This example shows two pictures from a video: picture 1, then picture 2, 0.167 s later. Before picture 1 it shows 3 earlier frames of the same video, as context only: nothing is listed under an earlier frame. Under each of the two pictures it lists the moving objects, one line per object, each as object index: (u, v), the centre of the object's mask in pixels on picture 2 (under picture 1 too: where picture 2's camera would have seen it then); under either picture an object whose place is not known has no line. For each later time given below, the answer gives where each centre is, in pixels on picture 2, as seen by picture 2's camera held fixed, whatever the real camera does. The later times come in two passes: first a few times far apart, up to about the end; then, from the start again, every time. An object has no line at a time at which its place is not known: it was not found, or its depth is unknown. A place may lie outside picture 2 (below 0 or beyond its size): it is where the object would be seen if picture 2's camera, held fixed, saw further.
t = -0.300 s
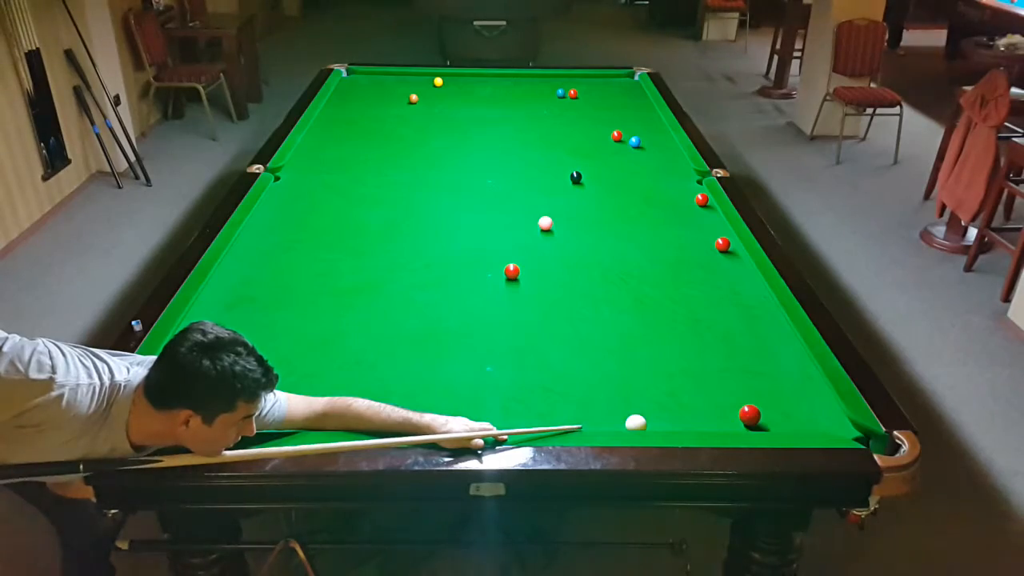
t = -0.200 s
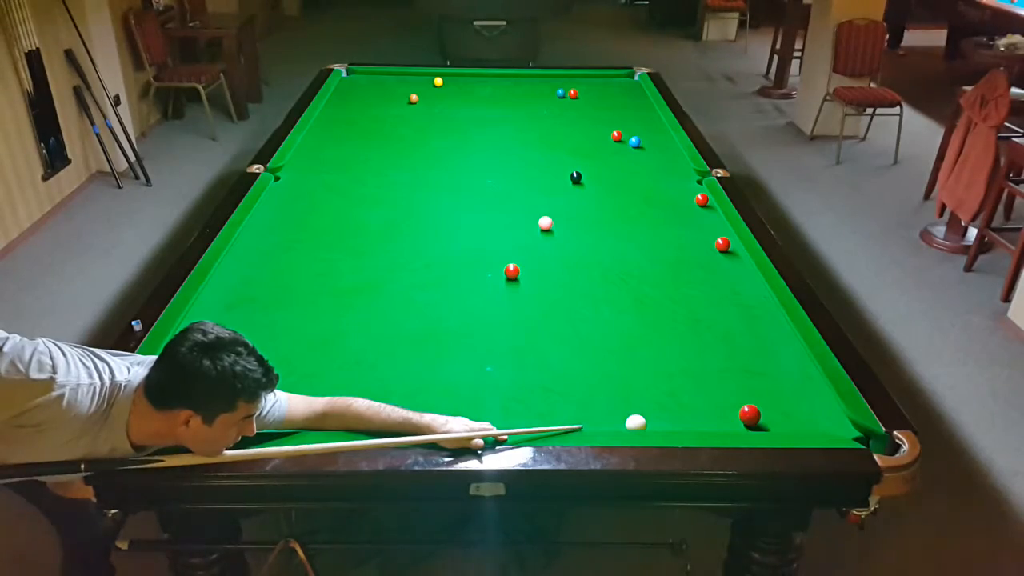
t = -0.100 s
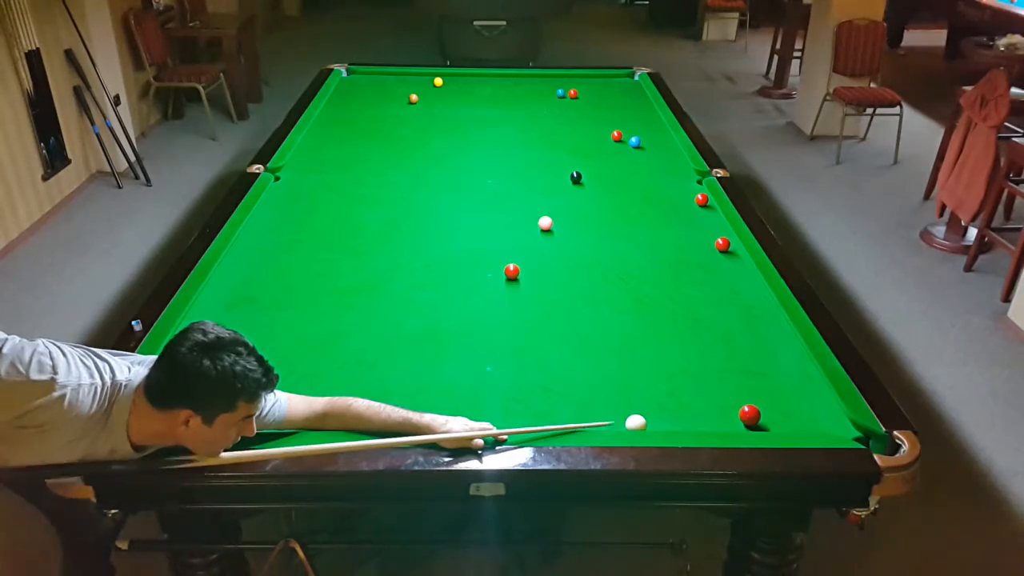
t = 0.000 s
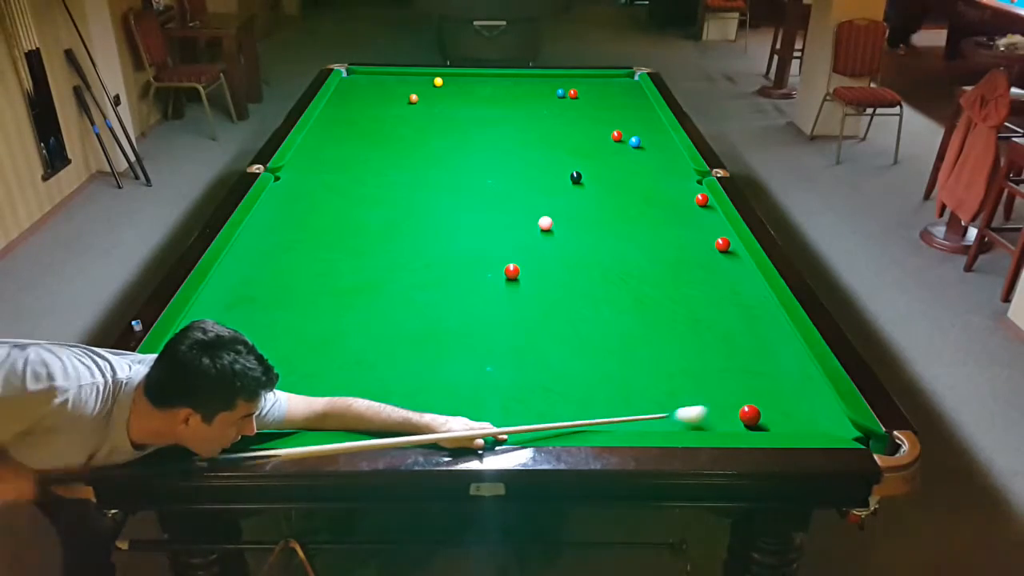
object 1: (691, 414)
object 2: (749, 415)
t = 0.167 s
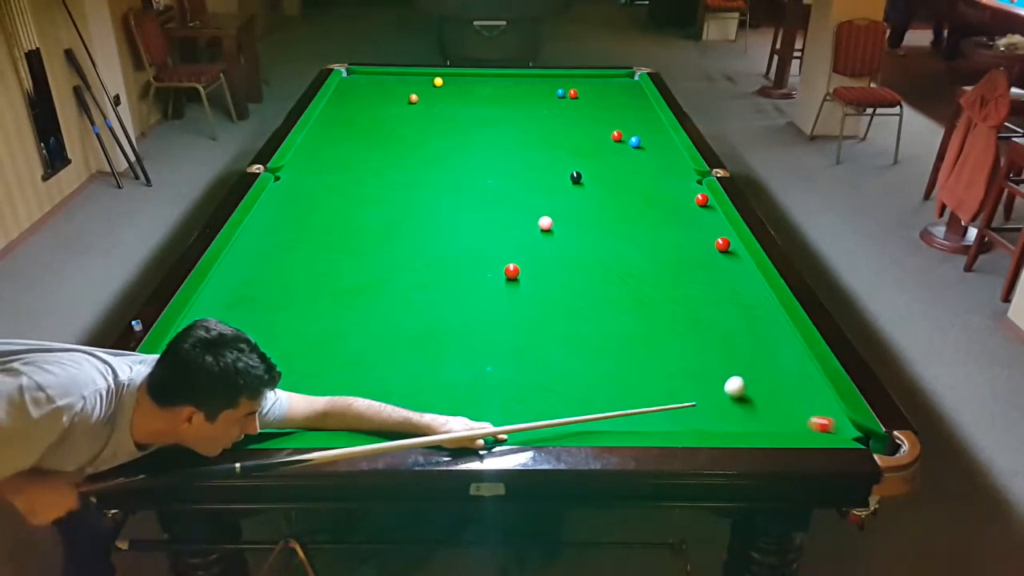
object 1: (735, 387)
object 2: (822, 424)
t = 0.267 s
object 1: (749, 370)
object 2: (864, 439)
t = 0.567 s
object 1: (772, 328)
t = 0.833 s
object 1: (722, 300)
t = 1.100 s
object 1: (679, 277)
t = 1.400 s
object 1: (638, 255)
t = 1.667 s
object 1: (608, 238)
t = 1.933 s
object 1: (581, 223)
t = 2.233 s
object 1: (555, 208)
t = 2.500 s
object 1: (535, 196)
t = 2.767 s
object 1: (518, 186)
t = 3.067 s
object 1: (499, 176)
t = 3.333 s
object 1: (486, 167)
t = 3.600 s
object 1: (473, 160)
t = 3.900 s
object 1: (461, 153)
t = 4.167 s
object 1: (451, 147)
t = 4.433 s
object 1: (443, 142)
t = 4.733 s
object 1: (435, 137)
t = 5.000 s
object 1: (429, 134)
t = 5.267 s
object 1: (424, 130)
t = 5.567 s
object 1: (420, 128)
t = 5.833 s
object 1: (417, 125)
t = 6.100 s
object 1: (414, 124)
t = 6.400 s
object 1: (412, 122)
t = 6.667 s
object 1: (411, 122)
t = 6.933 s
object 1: (411, 121)
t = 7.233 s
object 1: (411, 121)
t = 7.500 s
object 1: (411, 121)
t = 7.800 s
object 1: (411, 121)
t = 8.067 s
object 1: (411, 121)
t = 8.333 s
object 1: (411, 121)
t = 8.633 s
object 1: (411, 121)
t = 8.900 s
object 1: (411, 121)
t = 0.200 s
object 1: (739, 381)
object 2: (840, 427)
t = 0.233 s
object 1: (744, 375)
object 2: (858, 432)
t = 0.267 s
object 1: (749, 370)
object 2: (864, 439)
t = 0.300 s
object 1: (755, 364)
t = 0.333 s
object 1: (761, 359)
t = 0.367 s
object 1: (766, 354)
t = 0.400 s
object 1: (771, 349)
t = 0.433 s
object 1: (776, 345)
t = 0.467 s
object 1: (781, 340)
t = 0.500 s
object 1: (786, 335)
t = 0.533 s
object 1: (779, 331)
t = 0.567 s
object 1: (772, 328)
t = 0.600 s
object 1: (765, 324)
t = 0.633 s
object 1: (758, 321)
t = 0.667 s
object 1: (752, 317)
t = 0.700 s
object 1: (746, 313)
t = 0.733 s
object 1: (739, 310)
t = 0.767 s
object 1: (733, 307)
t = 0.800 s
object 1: (727, 304)
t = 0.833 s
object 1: (722, 300)
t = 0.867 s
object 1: (716, 297)
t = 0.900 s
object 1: (710, 294)
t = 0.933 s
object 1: (705, 291)
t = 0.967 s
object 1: (699, 288)
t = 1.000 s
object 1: (694, 285)
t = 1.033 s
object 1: (689, 283)
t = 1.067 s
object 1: (684, 280)
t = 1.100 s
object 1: (679, 277)
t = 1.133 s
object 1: (674, 274)
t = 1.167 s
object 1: (669, 272)
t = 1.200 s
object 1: (665, 269)
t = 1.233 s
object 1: (660, 267)
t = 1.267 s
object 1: (656, 264)
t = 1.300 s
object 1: (651, 262)
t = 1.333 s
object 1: (647, 259)
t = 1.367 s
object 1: (643, 257)
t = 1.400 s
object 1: (638, 255)
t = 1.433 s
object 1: (634, 253)
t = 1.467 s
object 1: (630, 250)
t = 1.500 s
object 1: (627, 248)
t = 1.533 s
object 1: (623, 246)
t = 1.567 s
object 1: (619, 244)
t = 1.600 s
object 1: (615, 242)
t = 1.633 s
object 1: (611, 240)
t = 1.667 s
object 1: (608, 238)
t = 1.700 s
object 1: (604, 236)
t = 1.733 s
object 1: (601, 234)
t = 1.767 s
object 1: (597, 232)
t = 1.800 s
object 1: (594, 230)
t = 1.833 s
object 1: (591, 228)
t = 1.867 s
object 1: (588, 226)
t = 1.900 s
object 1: (584, 224)
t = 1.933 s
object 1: (581, 223)
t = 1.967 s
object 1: (578, 221)
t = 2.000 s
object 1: (575, 219)
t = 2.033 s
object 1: (572, 217)
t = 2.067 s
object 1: (569, 216)
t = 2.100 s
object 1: (566, 214)
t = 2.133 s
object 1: (563, 212)
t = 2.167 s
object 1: (561, 211)
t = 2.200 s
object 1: (558, 209)
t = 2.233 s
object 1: (555, 208)
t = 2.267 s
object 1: (553, 206)
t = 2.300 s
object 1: (550, 204)
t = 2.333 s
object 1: (548, 203)
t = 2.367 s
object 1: (545, 202)
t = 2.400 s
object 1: (542, 200)
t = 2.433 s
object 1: (540, 199)
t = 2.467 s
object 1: (538, 197)
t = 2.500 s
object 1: (535, 196)
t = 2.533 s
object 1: (533, 195)
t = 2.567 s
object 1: (530, 193)
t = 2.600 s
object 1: (528, 192)
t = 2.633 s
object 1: (526, 191)
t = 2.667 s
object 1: (524, 189)
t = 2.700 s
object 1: (522, 188)
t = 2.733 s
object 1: (519, 187)
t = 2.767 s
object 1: (518, 186)
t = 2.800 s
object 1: (515, 184)
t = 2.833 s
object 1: (513, 183)
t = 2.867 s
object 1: (511, 182)
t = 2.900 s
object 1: (509, 181)
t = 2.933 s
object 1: (507, 180)
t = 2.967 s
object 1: (505, 179)
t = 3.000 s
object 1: (503, 178)
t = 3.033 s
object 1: (501, 177)
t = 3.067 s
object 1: (499, 176)
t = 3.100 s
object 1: (497, 174)
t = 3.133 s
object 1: (496, 173)
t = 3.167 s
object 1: (494, 172)
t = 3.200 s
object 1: (492, 171)
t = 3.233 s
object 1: (491, 170)
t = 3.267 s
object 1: (489, 169)
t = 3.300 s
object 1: (488, 168)
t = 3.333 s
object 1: (486, 167)
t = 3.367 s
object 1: (484, 166)
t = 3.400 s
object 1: (483, 166)
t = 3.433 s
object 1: (481, 164)
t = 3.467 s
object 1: (479, 164)
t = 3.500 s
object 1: (478, 163)
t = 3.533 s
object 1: (476, 162)
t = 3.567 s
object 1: (475, 161)
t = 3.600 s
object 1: (473, 160)
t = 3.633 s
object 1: (472, 159)
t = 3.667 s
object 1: (470, 159)
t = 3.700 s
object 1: (469, 158)
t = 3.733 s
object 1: (468, 157)
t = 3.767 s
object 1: (466, 156)
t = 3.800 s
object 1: (465, 155)
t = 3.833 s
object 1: (464, 155)
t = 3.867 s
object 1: (462, 154)
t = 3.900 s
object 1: (461, 153)
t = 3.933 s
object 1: (460, 152)
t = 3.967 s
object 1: (459, 152)
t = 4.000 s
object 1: (457, 151)
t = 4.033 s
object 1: (456, 150)
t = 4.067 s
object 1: (455, 150)
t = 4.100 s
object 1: (454, 149)
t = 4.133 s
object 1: (452, 148)
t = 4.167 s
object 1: (451, 147)
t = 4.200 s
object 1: (450, 147)
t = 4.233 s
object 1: (449, 146)
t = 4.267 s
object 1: (448, 146)
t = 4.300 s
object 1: (447, 145)
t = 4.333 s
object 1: (446, 144)
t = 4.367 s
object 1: (445, 144)
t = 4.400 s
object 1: (444, 143)
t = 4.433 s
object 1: (443, 142)
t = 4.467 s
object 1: (442, 142)
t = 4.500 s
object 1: (441, 141)
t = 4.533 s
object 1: (440, 141)
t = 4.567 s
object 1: (439, 140)
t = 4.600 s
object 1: (438, 140)
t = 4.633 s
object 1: (437, 139)
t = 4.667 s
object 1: (437, 138)
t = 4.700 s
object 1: (436, 138)
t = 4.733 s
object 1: (435, 137)
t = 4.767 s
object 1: (434, 137)
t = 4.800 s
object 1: (433, 137)
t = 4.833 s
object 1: (433, 136)
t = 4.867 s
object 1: (432, 136)
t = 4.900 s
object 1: (431, 135)
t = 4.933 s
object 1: (431, 135)
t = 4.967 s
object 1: (430, 134)
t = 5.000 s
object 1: (429, 134)
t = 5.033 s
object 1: (429, 133)
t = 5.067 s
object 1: (428, 133)
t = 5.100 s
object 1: (427, 133)
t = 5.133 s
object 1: (427, 132)
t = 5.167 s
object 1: (426, 132)
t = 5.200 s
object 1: (426, 131)
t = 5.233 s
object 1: (425, 131)
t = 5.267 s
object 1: (424, 130)
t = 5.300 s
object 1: (424, 130)
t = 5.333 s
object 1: (423, 130)
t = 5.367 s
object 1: (423, 130)
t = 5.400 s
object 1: (422, 129)
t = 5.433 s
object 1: (422, 129)
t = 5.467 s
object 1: (421, 128)
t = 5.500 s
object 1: (421, 128)
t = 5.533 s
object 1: (420, 128)
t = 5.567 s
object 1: (420, 128)
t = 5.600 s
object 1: (419, 127)
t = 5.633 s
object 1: (419, 127)
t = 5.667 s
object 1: (418, 127)
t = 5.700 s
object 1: (418, 126)
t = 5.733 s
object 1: (418, 126)
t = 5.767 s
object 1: (417, 126)
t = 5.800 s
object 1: (417, 126)
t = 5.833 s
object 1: (417, 125)
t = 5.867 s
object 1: (416, 125)
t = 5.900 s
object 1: (416, 125)
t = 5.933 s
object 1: (416, 125)
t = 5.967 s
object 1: (415, 125)
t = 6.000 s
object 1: (415, 124)
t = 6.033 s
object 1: (415, 124)
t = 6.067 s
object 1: (414, 124)
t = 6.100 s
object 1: (414, 124)
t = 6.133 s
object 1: (414, 124)
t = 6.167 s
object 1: (413, 123)
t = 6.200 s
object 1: (413, 123)
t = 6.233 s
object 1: (413, 123)
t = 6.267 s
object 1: (413, 123)
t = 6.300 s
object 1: (412, 123)
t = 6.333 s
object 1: (412, 123)
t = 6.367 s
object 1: (412, 123)
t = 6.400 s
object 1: (412, 122)
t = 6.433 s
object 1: (412, 122)
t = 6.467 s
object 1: (412, 122)
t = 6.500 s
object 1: (411, 122)
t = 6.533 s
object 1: (411, 122)
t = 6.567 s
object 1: (411, 122)
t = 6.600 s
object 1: (411, 122)
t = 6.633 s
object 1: (411, 122)
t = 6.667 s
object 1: (411, 122)
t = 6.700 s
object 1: (411, 122)
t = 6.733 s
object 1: (411, 121)
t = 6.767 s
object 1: (411, 121)
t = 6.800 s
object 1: (411, 121)
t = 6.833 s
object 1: (411, 121)
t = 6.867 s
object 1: (411, 121)
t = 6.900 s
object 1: (411, 121)
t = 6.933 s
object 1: (411, 121)
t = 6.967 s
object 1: (411, 121)
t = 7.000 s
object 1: (411, 121)
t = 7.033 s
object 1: (411, 121)
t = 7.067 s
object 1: (411, 121)
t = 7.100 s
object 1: (411, 121)
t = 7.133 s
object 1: (411, 121)
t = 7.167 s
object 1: (411, 121)
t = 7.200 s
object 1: (411, 121)
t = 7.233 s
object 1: (411, 121)
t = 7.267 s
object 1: (411, 121)
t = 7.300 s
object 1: (411, 121)
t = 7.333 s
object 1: (411, 121)
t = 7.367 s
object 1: (411, 121)
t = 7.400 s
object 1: (411, 121)
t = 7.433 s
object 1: (411, 121)
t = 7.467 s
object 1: (411, 121)
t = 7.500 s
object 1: (411, 121)
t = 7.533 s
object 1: (411, 121)
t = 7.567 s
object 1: (411, 121)
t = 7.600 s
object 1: (411, 121)
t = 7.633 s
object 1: (411, 121)
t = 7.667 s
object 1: (411, 121)
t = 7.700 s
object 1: (411, 121)
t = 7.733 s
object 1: (411, 121)
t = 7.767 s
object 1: (411, 121)
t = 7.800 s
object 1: (411, 121)
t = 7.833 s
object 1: (411, 121)
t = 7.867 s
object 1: (411, 121)
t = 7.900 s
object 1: (411, 121)
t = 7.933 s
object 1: (411, 121)
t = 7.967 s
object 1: (411, 121)
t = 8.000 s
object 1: (411, 121)
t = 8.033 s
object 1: (411, 121)
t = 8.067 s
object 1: (411, 121)
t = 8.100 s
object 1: (411, 121)
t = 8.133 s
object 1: (411, 121)
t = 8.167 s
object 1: (411, 121)
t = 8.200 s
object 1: (411, 121)
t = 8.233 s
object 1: (411, 121)
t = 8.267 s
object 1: (411, 121)
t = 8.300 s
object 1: (411, 121)
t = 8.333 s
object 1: (411, 121)
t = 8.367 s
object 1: (411, 121)
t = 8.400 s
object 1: (411, 121)
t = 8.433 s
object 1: (411, 121)
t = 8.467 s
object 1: (411, 121)
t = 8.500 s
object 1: (411, 121)
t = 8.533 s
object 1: (411, 121)
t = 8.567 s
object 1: (411, 121)
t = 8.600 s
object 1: (411, 121)
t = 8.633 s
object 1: (411, 121)
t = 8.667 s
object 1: (411, 121)
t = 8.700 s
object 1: (411, 121)
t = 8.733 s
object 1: (411, 121)
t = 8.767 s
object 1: (411, 121)
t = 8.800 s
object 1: (411, 121)
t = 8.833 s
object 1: (411, 121)
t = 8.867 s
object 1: (411, 121)
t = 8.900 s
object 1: (411, 121)
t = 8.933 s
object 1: (411, 120)
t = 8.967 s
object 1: (411, 121)
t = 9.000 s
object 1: (411, 121)
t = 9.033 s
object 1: (411, 121)
